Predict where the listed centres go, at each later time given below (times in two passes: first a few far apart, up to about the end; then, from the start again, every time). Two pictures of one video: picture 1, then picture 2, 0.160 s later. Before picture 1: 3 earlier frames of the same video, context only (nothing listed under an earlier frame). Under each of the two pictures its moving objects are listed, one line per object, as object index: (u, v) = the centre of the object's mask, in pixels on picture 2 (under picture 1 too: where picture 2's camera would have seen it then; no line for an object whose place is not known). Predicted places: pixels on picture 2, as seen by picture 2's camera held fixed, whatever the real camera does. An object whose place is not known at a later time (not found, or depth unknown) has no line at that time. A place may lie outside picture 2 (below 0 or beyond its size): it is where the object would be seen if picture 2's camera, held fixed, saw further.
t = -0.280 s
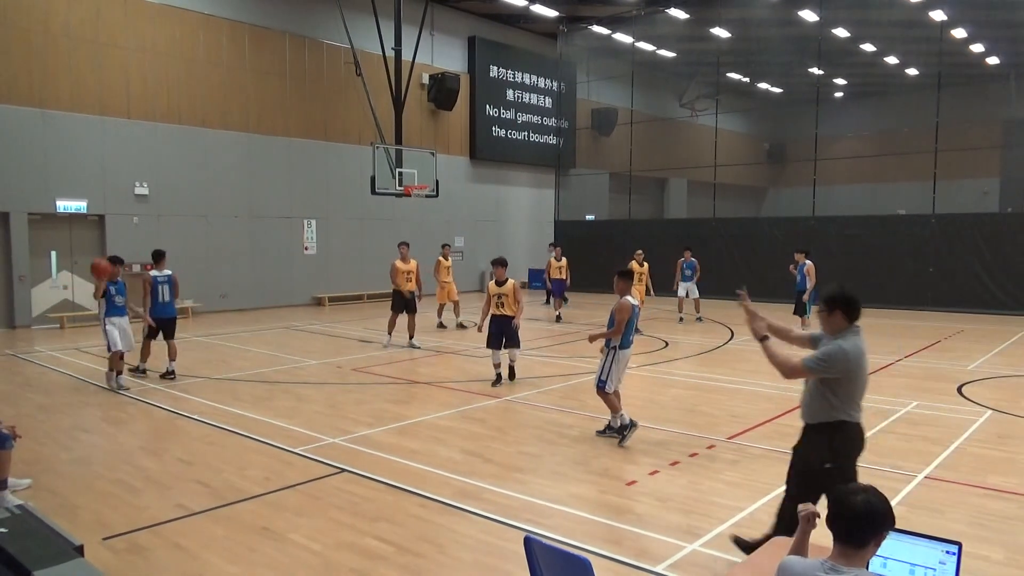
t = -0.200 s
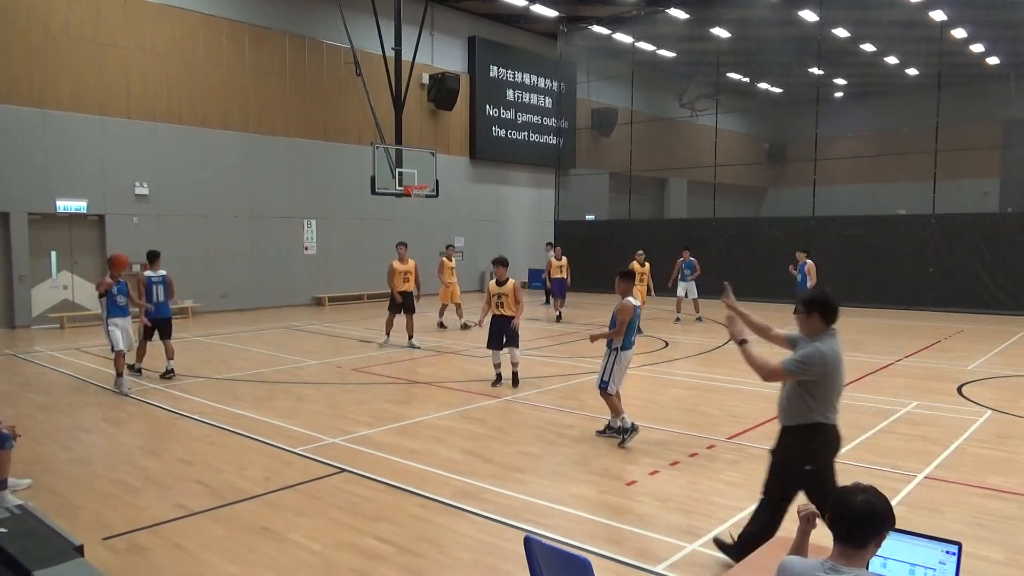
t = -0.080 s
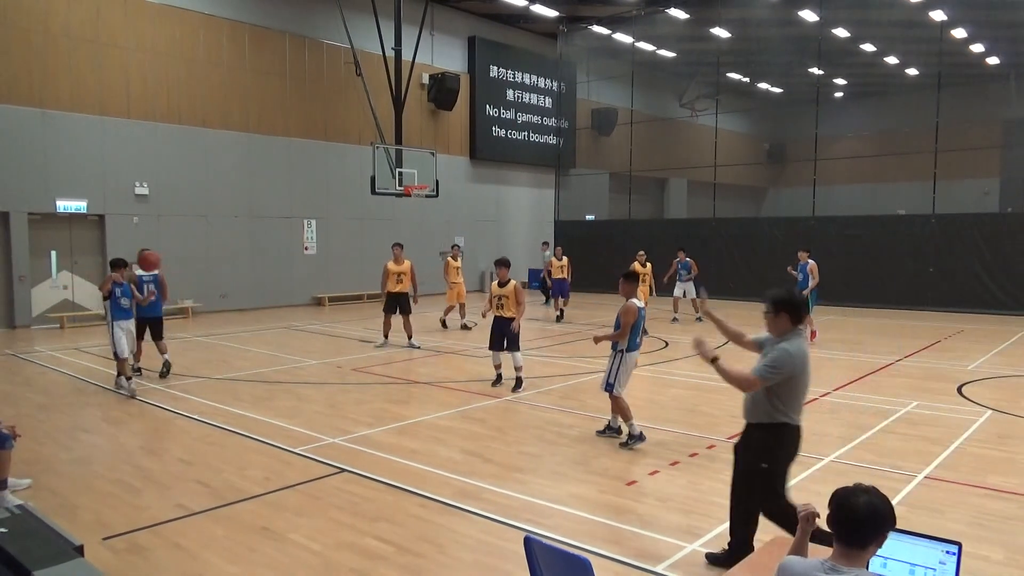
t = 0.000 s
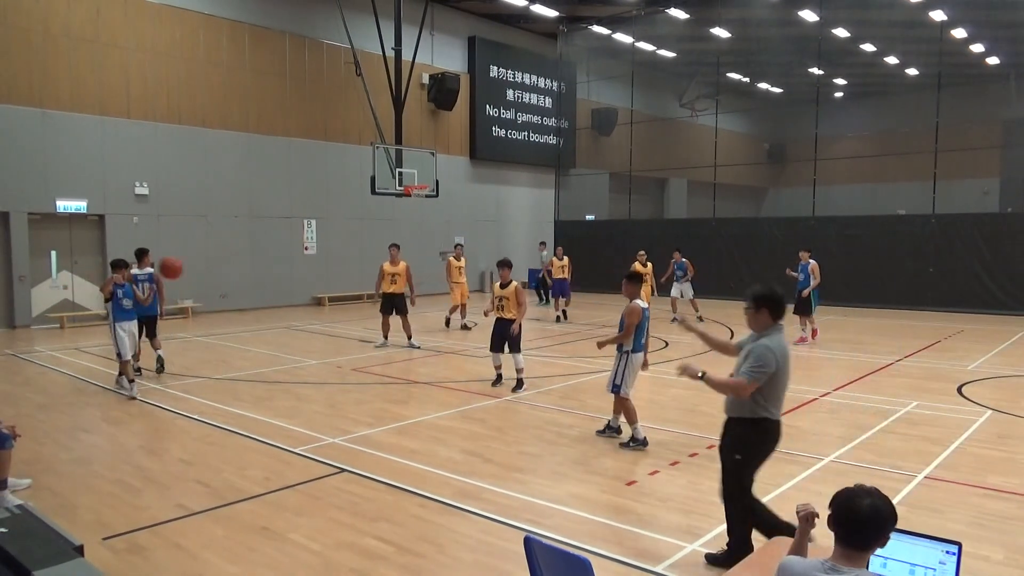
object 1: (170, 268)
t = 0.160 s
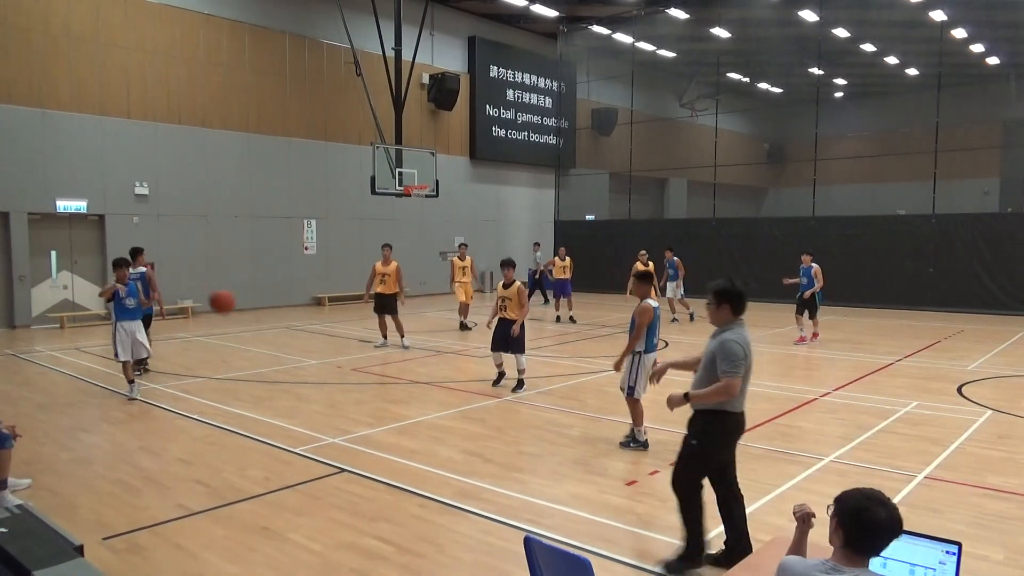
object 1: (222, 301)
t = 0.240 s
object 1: (252, 332)
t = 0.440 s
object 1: (341, 451)
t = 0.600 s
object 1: (390, 432)
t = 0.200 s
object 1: (236, 315)
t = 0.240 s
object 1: (252, 332)
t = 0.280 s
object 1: (268, 349)
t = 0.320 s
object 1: (285, 371)
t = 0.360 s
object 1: (302, 395)
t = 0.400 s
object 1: (321, 422)
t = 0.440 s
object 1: (341, 451)
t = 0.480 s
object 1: (360, 481)
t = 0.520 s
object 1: (370, 463)
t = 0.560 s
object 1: (380, 447)
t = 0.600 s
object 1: (390, 432)
